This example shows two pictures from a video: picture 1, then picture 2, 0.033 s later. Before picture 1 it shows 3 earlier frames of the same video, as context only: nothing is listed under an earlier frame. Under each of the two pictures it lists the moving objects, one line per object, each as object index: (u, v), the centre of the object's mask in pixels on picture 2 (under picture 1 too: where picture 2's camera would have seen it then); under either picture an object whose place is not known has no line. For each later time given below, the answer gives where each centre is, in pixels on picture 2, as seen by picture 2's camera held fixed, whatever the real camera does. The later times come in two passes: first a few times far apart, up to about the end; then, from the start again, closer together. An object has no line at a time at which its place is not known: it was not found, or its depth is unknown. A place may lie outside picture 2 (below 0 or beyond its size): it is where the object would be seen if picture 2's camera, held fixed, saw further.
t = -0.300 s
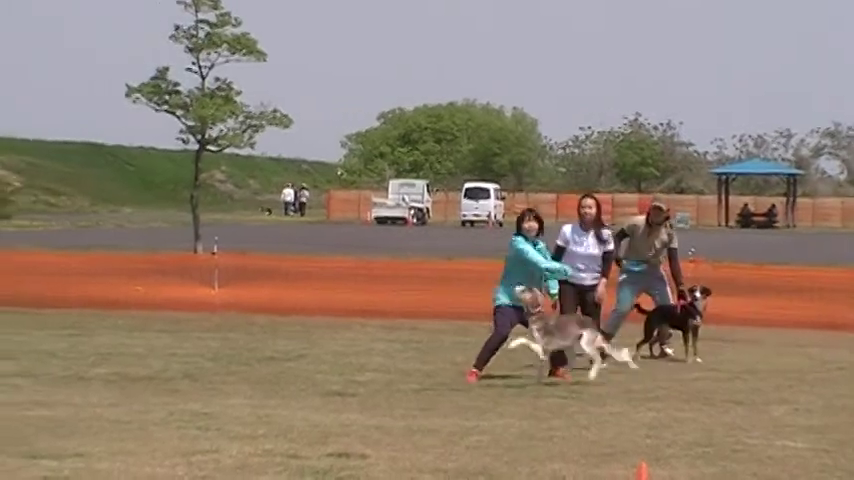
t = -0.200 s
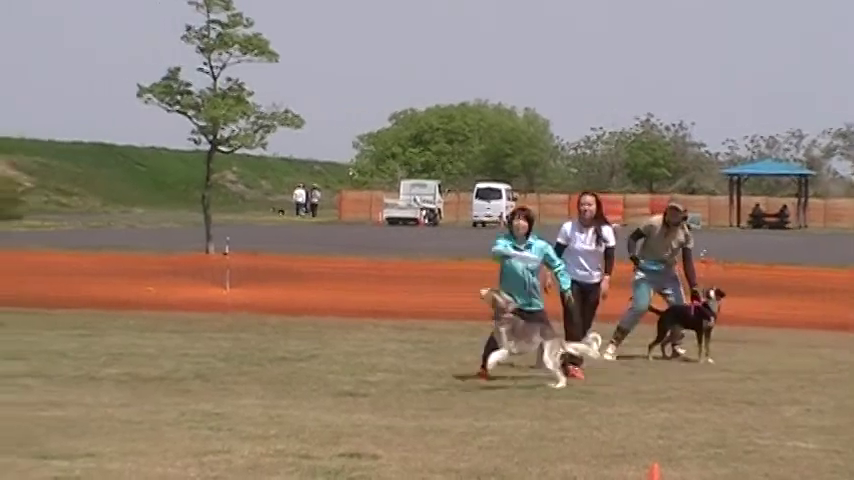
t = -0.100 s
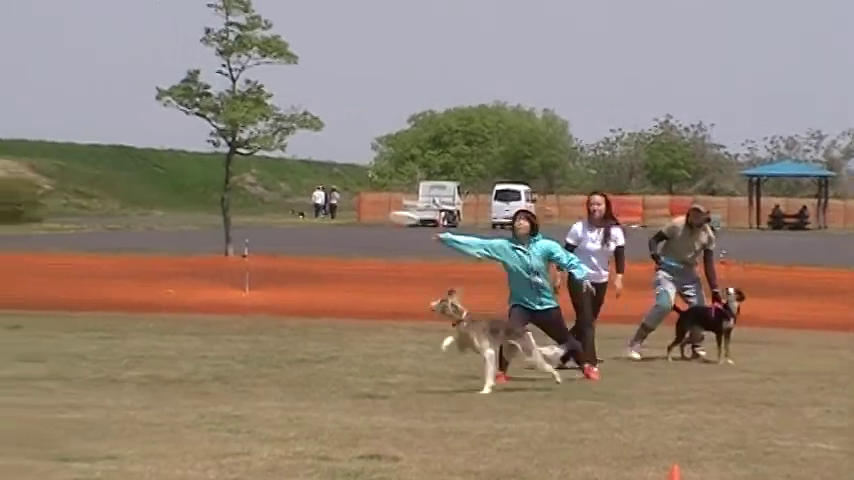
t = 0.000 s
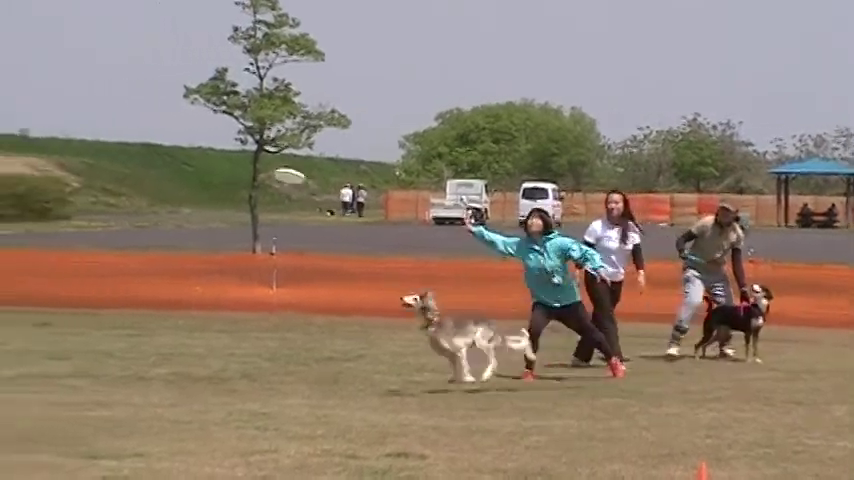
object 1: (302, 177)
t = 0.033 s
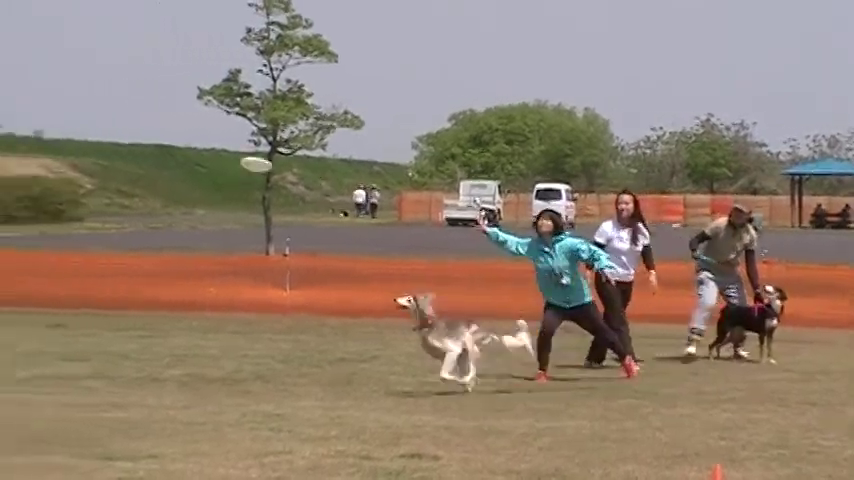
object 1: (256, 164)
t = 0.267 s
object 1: (-87, 76)
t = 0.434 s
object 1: (-361, 24)
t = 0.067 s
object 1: (208, 151)
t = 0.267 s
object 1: (-87, 76)
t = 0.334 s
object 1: (-193, 55)
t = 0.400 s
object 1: (-306, 34)
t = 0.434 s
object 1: (-361, 24)
